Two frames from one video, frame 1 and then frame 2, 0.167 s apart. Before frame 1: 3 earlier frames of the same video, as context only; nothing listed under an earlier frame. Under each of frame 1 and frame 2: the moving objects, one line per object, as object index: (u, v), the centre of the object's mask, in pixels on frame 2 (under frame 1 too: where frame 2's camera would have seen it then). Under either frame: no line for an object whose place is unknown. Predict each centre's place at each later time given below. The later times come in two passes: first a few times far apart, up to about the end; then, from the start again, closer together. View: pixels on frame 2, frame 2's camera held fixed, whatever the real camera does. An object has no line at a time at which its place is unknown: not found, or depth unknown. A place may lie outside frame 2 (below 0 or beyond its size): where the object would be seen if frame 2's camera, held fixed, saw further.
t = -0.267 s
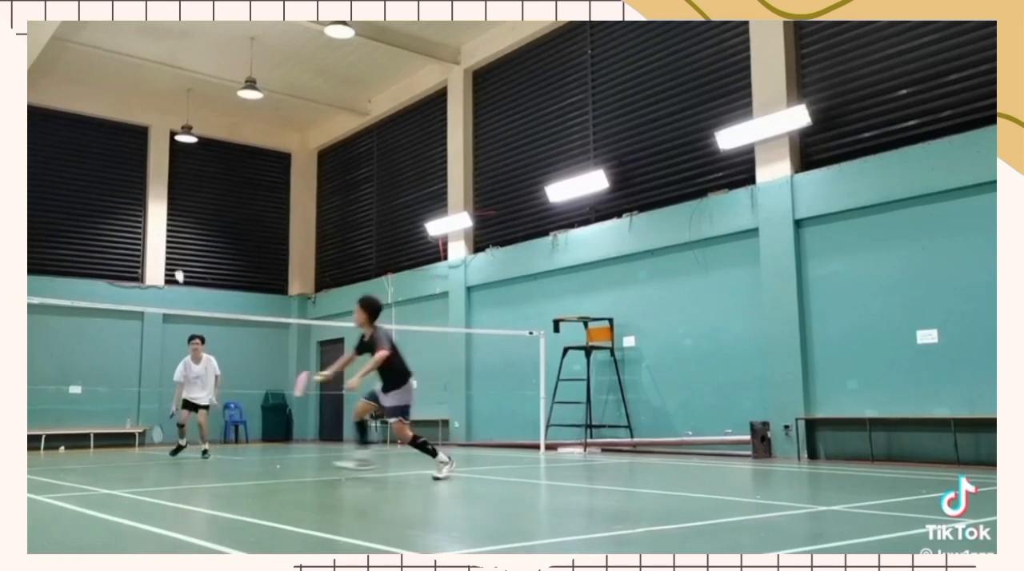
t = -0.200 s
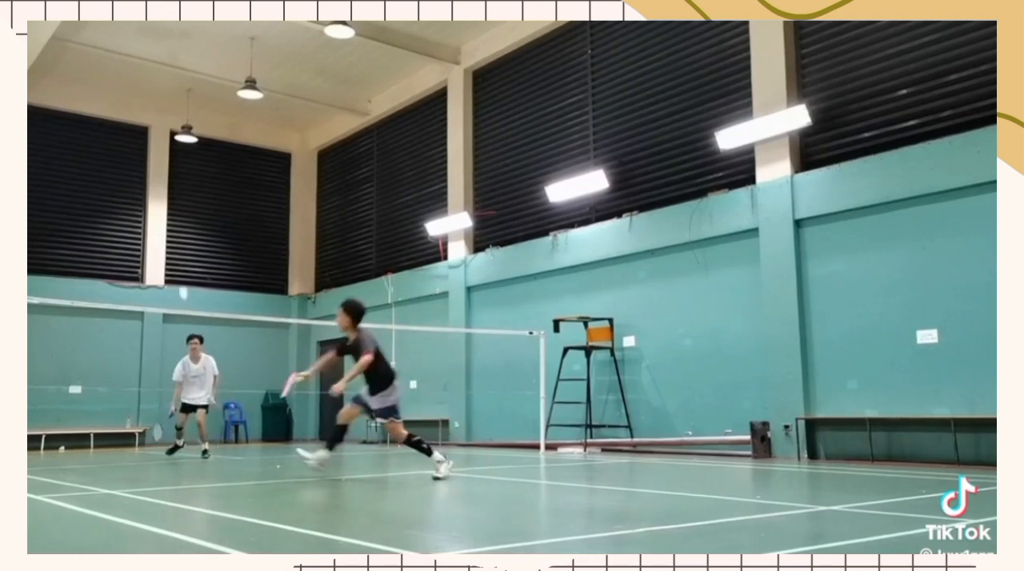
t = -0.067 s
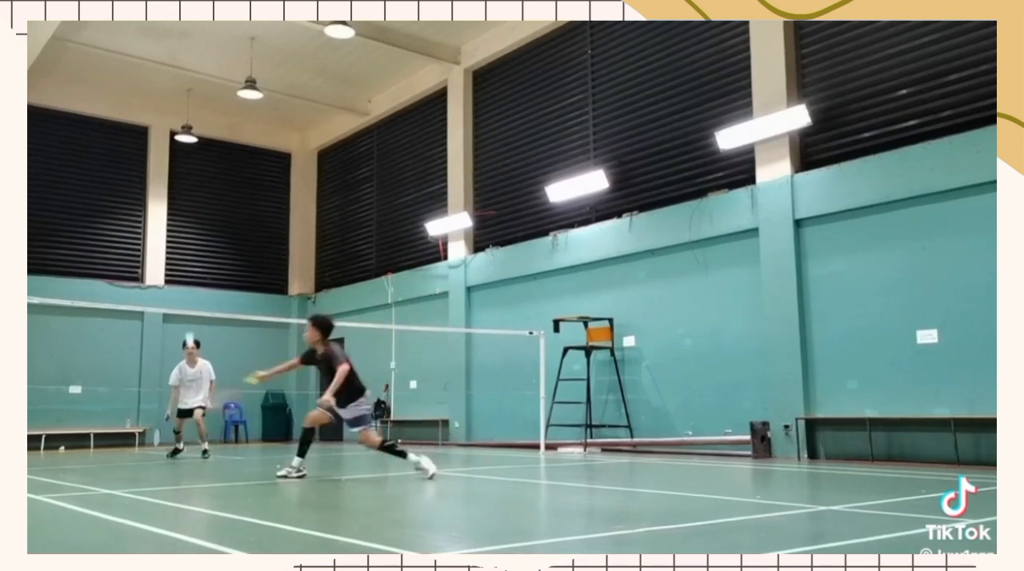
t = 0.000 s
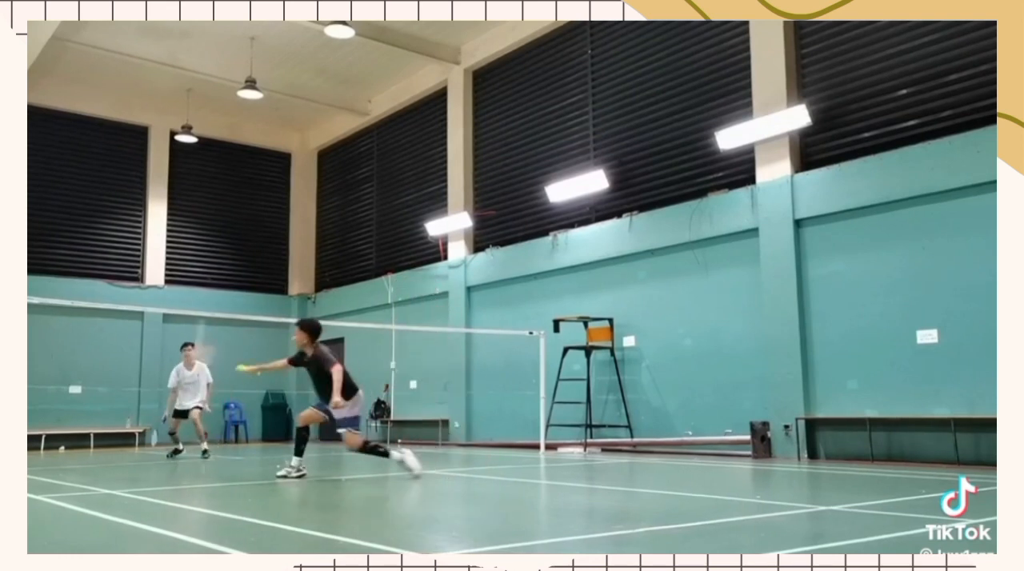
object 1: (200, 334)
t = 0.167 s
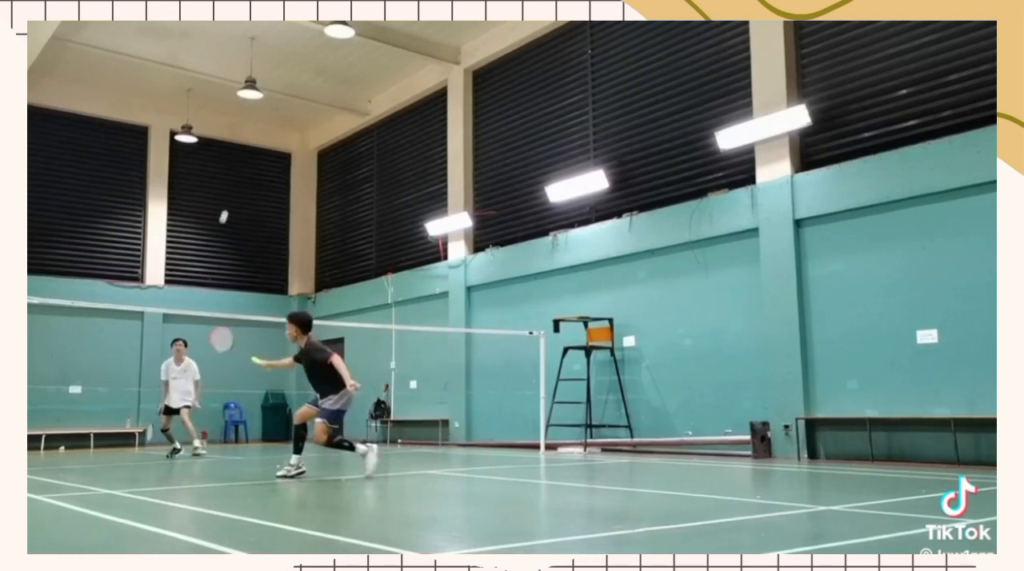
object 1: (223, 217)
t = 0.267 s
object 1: (232, 191)
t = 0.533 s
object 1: (246, 178)
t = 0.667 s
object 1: (250, 189)
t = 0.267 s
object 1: (232, 191)
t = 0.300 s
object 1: (234, 186)
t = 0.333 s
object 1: (236, 182)
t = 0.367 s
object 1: (238, 179)
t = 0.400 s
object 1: (240, 177)
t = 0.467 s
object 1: (243, 178)
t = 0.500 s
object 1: (244, 177)
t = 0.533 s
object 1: (246, 178)
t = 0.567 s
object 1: (246, 180)
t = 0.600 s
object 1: (248, 182)
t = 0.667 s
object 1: (250, 189)
